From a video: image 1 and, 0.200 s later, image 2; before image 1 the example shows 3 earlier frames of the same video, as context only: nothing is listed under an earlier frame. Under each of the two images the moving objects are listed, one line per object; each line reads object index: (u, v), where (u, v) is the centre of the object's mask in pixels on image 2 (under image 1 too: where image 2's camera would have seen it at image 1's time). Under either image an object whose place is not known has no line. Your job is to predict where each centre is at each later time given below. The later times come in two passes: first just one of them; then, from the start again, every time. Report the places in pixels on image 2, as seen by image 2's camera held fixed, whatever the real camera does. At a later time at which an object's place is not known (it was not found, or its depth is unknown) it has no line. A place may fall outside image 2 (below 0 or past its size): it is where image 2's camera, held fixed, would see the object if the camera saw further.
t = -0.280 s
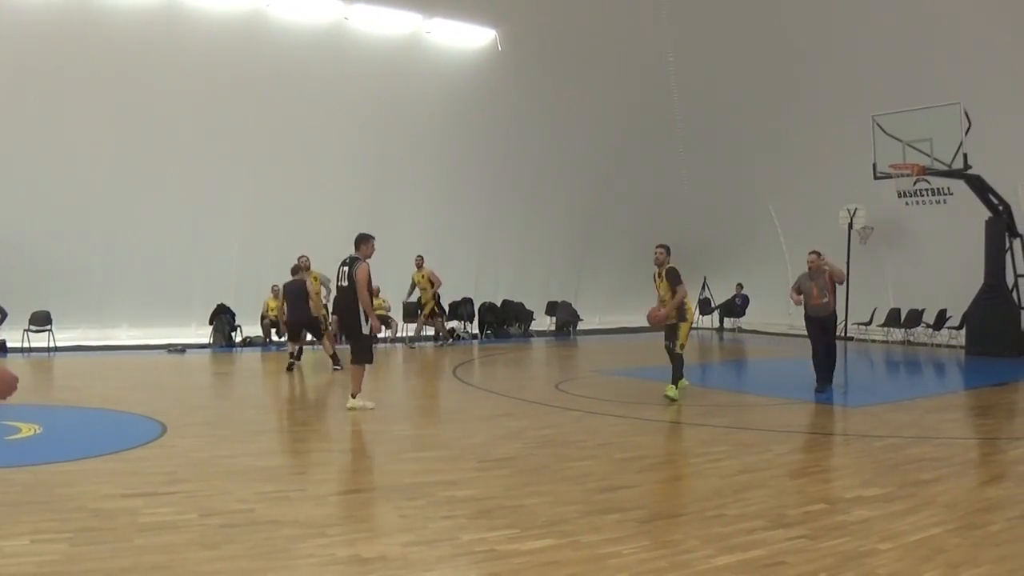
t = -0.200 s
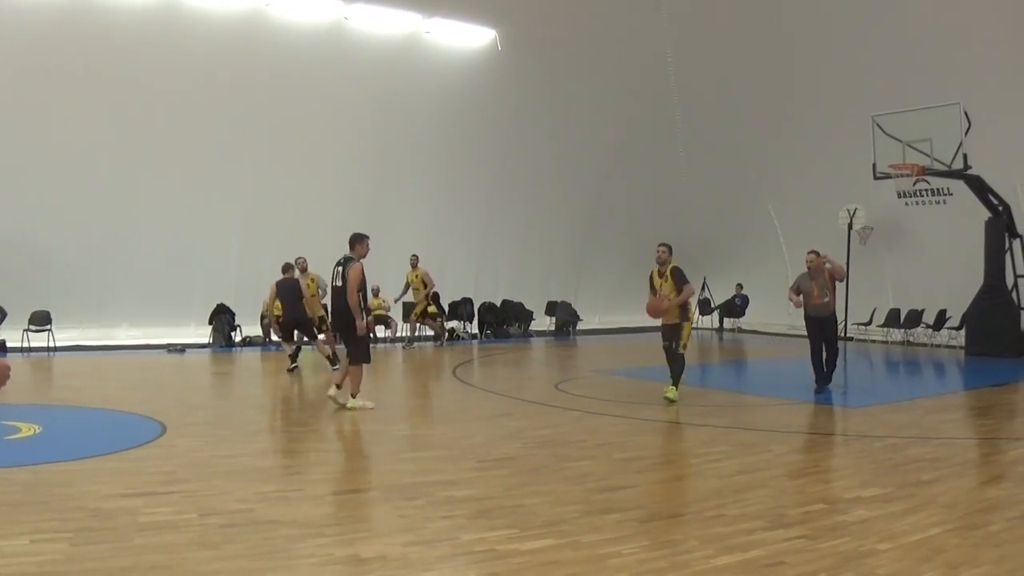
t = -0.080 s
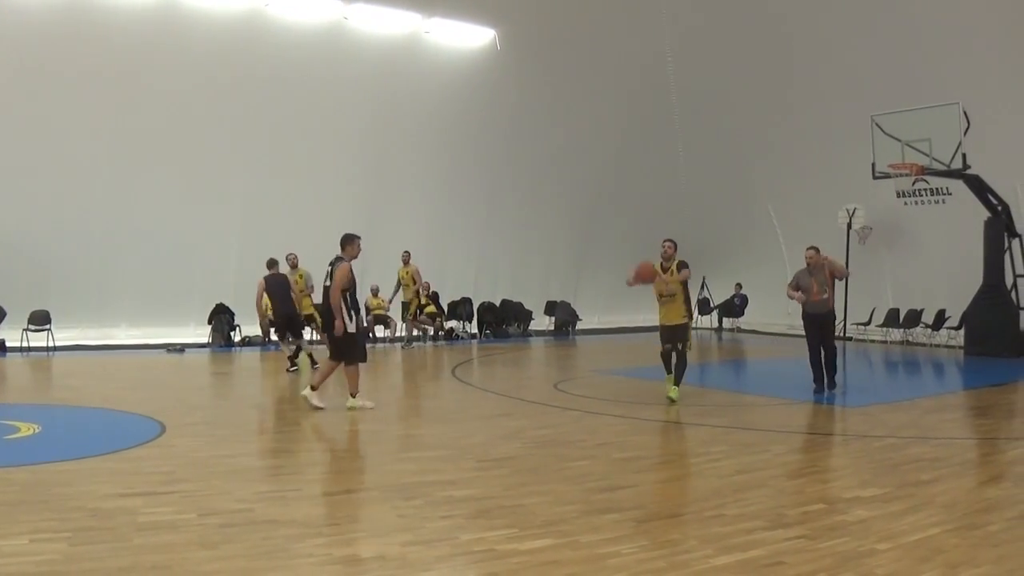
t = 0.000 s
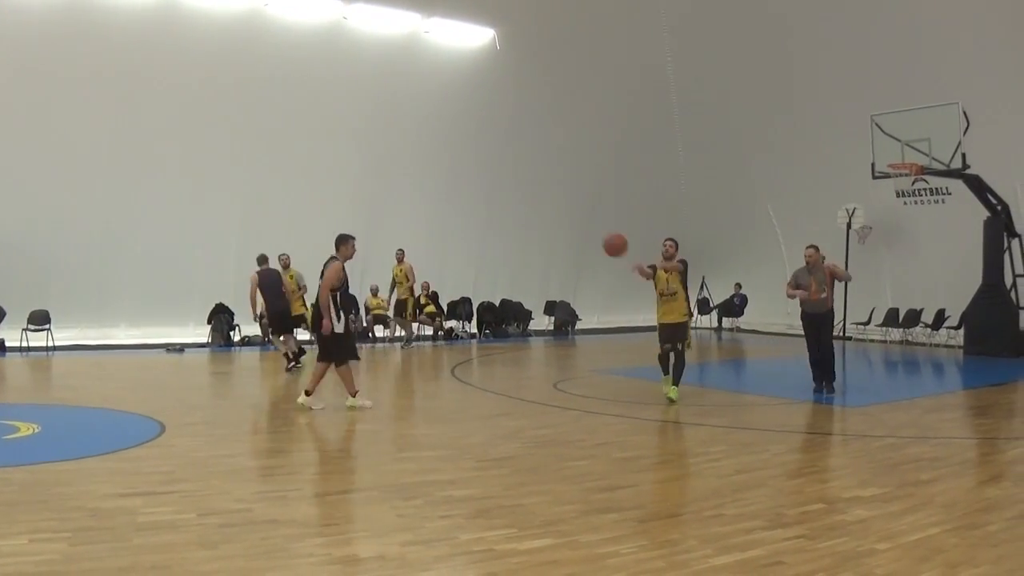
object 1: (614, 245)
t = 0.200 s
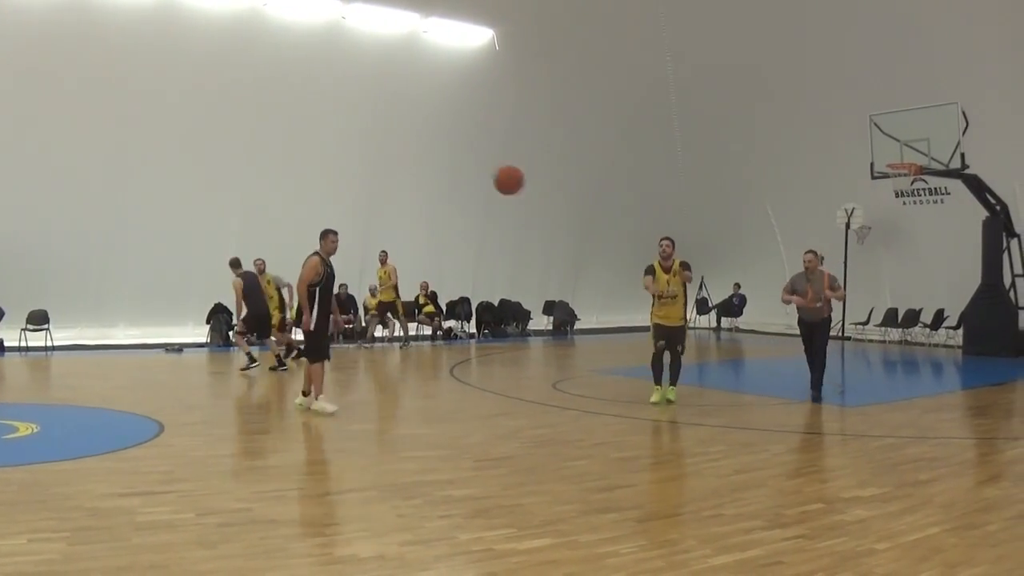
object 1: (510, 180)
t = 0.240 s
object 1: (482, 169)
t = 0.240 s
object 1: (482, 169)
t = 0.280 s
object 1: (452, 159)
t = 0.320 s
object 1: (419, 150)
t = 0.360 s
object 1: (385, 143)
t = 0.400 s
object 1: (343, 134)
